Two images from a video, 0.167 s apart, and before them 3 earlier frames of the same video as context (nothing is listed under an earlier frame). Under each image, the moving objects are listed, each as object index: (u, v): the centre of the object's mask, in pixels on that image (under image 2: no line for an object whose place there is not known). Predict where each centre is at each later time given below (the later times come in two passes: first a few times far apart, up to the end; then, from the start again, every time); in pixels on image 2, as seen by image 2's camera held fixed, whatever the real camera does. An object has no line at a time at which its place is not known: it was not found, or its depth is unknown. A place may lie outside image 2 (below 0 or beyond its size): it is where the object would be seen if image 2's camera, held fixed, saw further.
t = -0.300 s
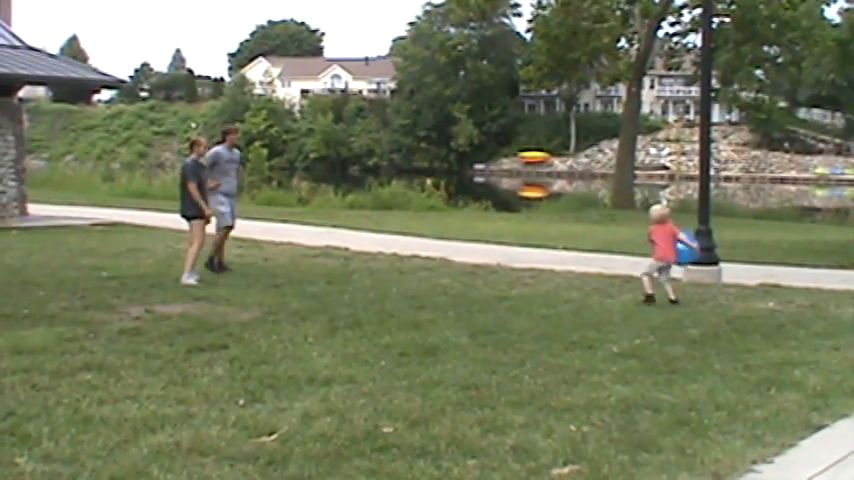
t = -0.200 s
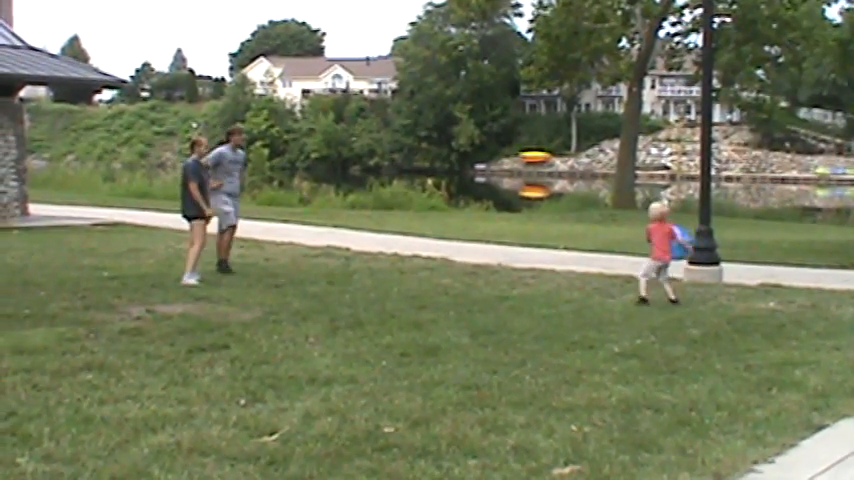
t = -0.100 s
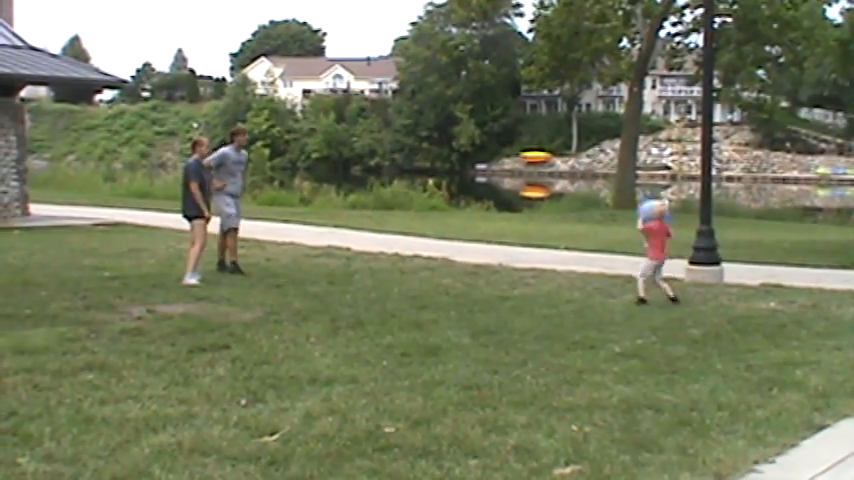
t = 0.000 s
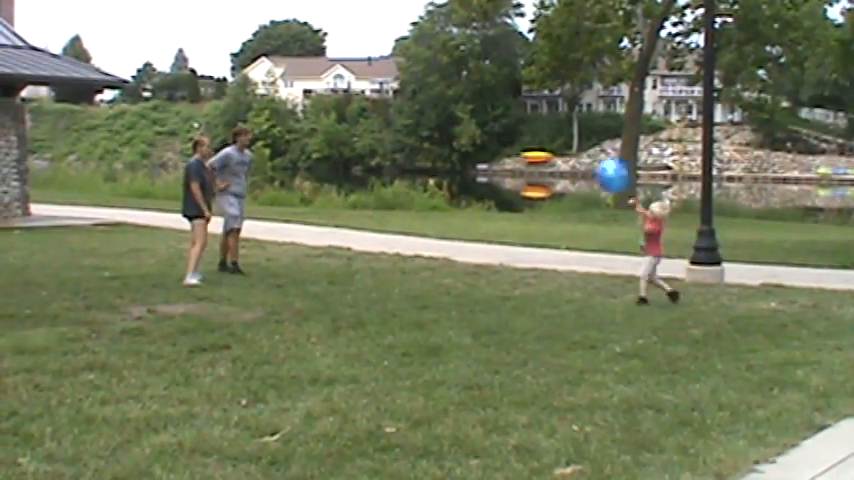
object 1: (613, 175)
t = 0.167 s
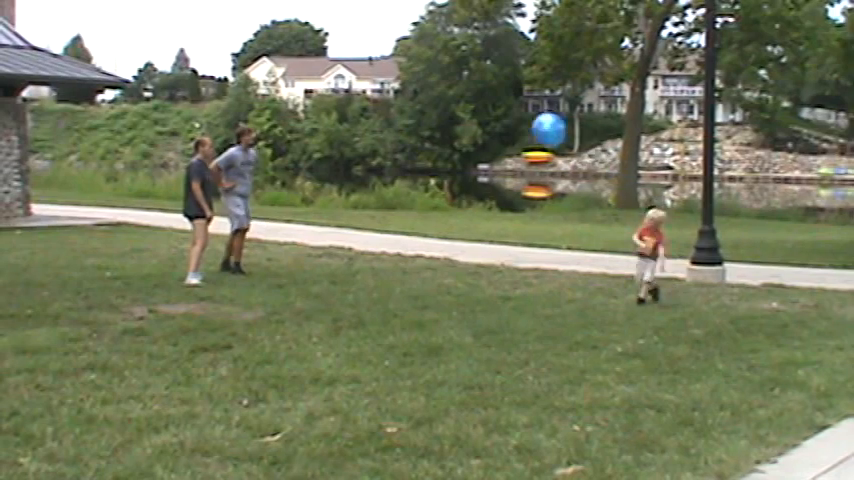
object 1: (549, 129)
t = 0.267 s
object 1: (514, 116)
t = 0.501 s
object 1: (439, 119)
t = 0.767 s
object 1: (372, 172)
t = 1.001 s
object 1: (327, 256)
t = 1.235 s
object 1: (309, 238)
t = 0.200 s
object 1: (537, 125)
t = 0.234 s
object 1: (525, 120)
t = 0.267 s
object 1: (514, 116)
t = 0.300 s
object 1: (502, 114)
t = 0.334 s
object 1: (492, 112)
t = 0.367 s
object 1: (480, 112)
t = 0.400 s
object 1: (469, 112)
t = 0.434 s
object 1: (460, 114)
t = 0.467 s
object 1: (450, 116)
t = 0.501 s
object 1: (439, 119)
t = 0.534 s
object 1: (430, 122)
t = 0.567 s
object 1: (421, 127)
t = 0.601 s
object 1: (412, 133)
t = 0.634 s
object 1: (403, 139)
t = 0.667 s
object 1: (394, 146)
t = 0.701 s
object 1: (386, 154)
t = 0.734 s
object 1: (379, 163)
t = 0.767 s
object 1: (372, 172)
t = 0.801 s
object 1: (364, 182)
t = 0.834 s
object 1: (357, 193)
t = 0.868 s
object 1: (350, 204)
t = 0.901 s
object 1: (344, 216)
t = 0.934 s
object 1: (338, 228)
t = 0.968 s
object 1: (332, 241)
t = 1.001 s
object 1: (327, 256)
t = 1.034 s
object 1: (321, 269)
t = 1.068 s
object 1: (318, 272)
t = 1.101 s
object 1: (316, 265)
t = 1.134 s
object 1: (314, 257)
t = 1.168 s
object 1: (313, 251)
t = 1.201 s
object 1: (310, 244)
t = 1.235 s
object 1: (309, 238)
